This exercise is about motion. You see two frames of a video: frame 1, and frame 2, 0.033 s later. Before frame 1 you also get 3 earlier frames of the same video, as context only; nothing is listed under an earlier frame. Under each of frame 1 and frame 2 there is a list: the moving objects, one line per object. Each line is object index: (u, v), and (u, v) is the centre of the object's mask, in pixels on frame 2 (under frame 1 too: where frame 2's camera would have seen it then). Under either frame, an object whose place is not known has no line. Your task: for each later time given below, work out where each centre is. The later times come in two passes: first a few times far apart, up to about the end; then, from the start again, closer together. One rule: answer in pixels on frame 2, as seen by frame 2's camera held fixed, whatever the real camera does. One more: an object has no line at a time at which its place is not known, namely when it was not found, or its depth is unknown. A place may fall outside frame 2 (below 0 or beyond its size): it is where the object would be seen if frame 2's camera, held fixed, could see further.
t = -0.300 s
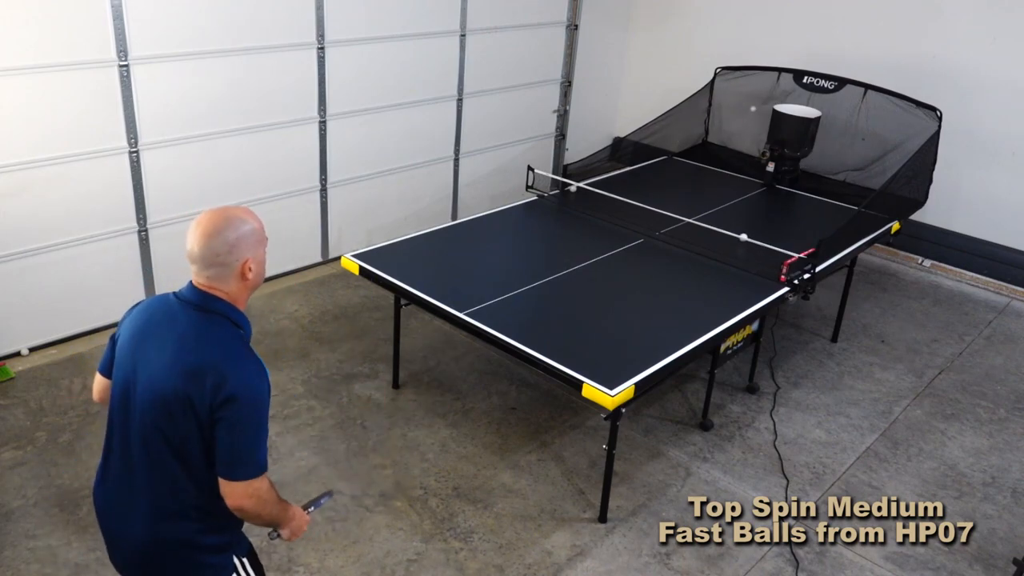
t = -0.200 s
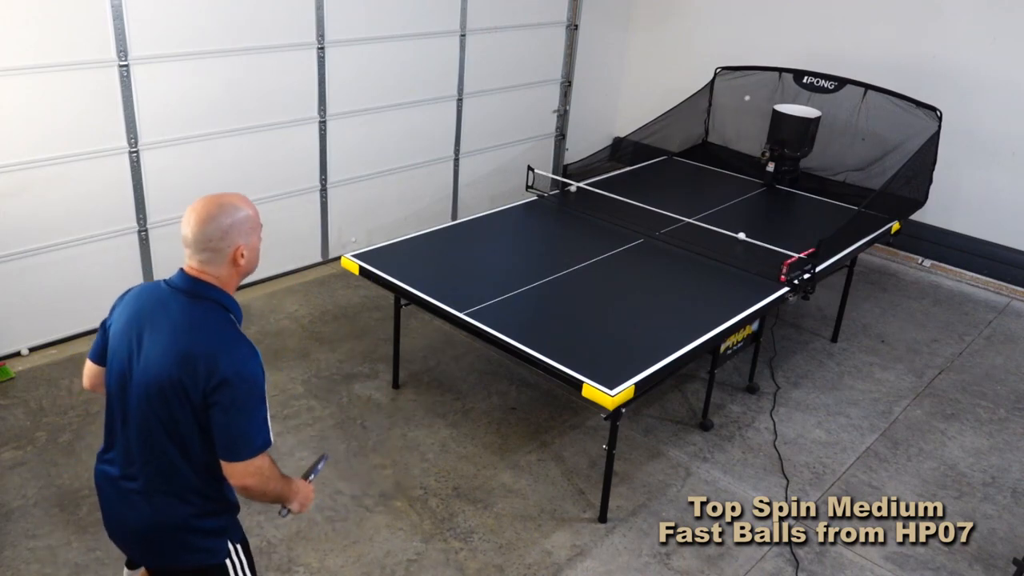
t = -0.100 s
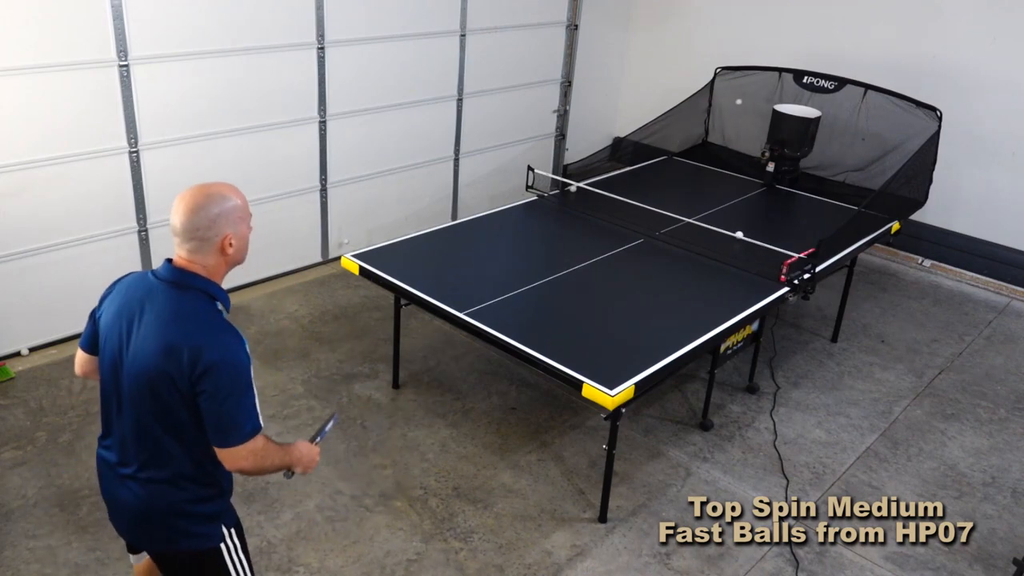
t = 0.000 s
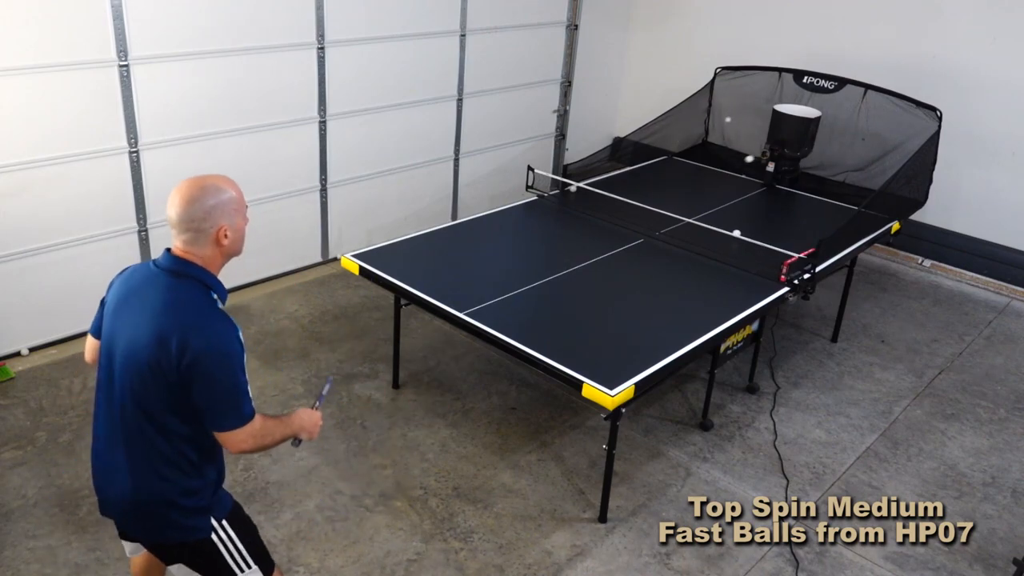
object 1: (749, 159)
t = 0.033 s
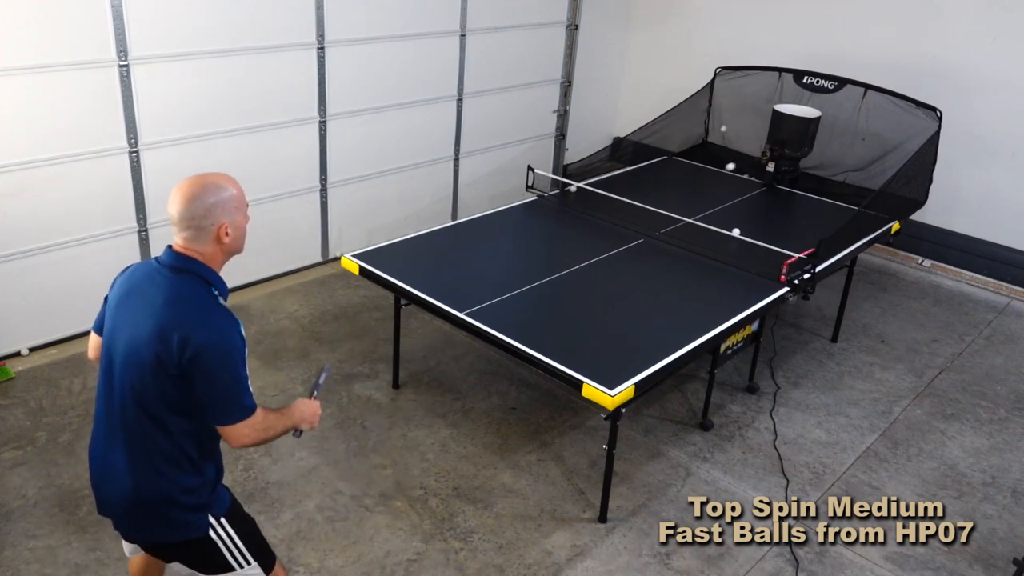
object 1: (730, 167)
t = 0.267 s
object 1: (559, 296)
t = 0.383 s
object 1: (478, 298)
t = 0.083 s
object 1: (698, 185)
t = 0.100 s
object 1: (687, 193)
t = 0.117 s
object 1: (675, 201)
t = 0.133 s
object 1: (663, 211)
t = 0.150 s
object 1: (650, 221)
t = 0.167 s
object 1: (637, 233)
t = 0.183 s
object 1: (624, 246)
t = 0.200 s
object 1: (610, 260)
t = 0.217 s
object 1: (596, 275)
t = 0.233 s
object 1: (581, 291)
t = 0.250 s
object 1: (569, 298)
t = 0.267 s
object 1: (559, 296)
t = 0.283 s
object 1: (548, 294)
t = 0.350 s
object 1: (503, 293)
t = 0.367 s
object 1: (490, 295)
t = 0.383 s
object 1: (478, 298)
